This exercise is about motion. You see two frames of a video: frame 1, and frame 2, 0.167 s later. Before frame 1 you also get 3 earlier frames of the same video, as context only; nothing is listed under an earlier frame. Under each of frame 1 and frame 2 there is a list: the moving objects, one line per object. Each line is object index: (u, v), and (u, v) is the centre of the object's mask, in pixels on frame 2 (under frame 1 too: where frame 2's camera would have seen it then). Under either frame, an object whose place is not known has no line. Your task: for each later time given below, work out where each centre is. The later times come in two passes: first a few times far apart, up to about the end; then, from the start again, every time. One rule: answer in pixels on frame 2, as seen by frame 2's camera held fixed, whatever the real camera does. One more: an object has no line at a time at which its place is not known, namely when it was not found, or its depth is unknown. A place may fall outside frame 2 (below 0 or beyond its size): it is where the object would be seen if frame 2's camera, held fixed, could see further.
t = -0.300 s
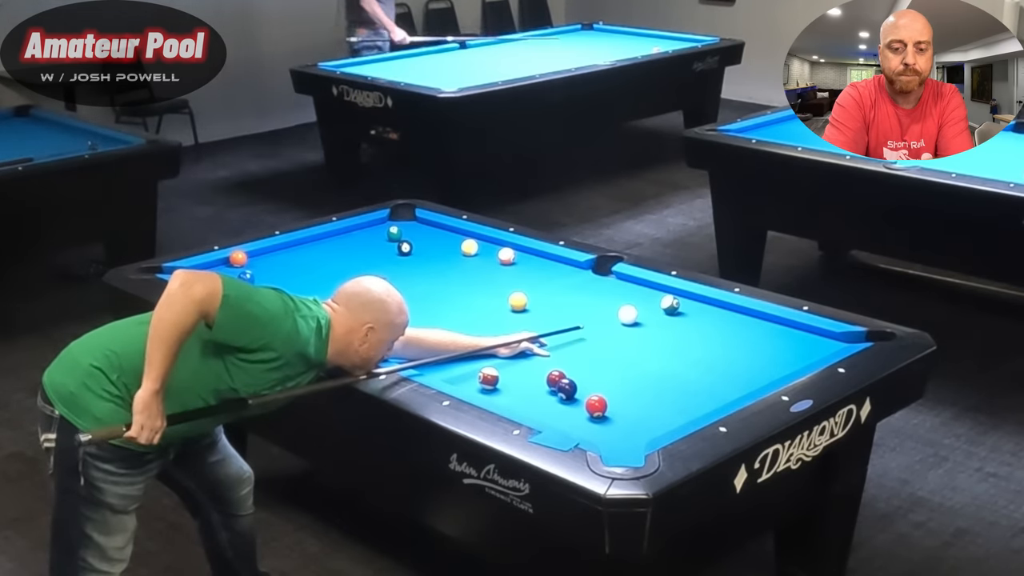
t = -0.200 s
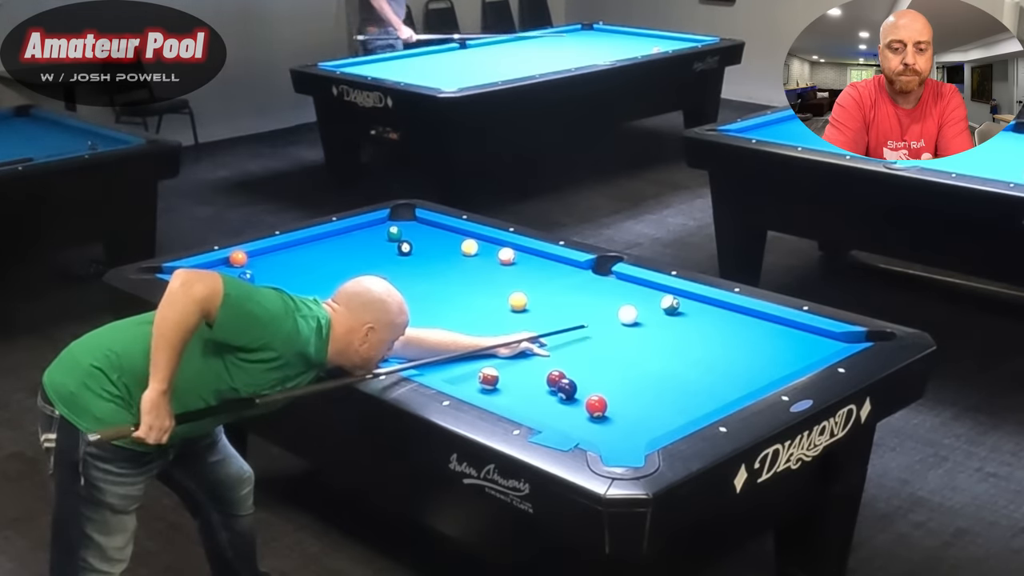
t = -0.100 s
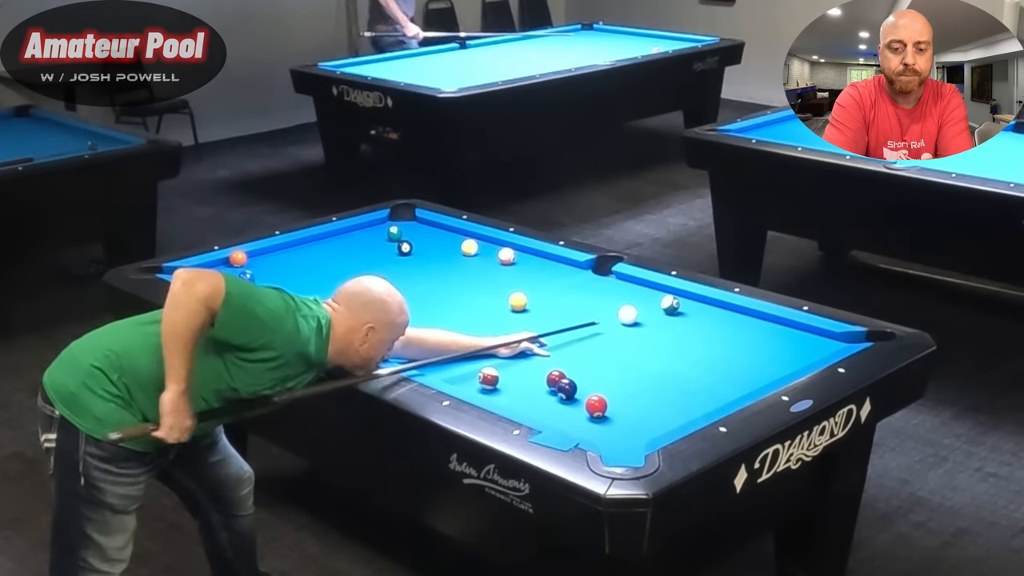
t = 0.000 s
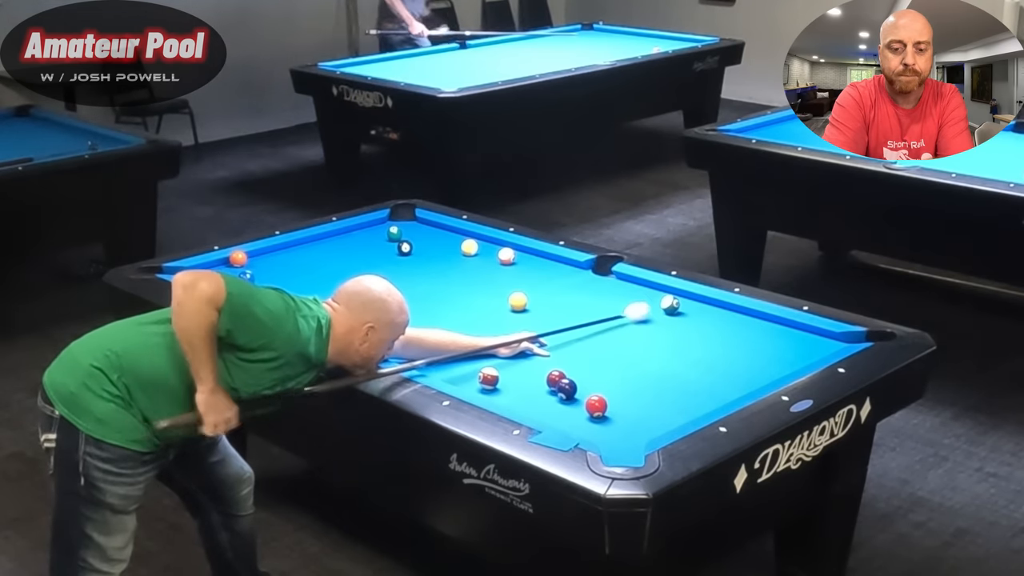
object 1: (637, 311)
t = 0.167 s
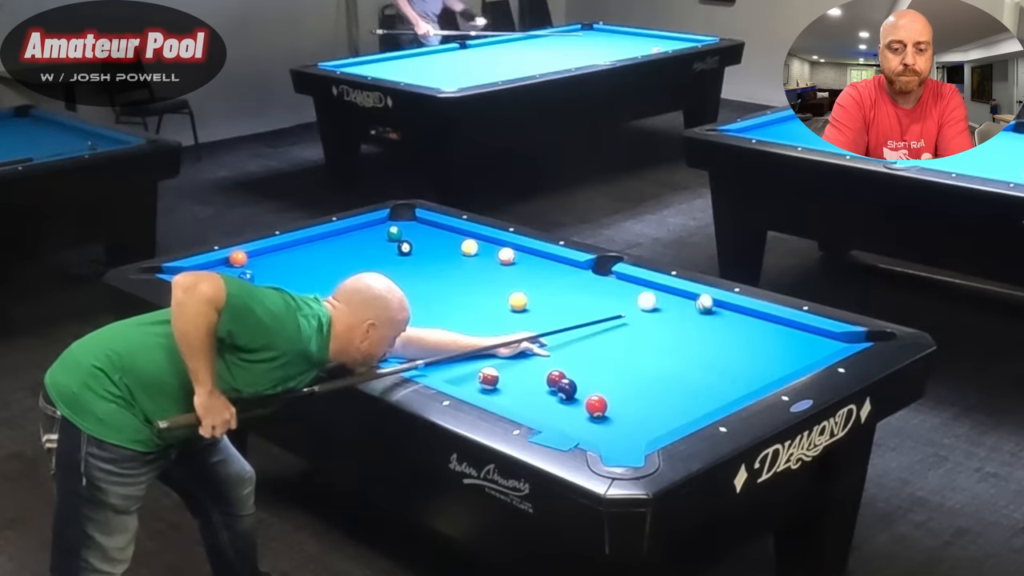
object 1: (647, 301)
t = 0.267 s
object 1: (642, 296)
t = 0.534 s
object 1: (632, 286)
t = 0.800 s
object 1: (615, 277)
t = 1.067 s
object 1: (585, 273)
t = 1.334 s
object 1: (557, 270)
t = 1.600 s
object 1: (531, 266)
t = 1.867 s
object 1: (508, 263)
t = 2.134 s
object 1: (486, 260)
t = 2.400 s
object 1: (466, 258)
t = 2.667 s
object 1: (448, 256)
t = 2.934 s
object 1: (431, 254)
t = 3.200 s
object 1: (417, 252)
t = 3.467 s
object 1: (405, 252)
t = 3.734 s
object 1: (396, 252)
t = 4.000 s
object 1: (389, 252)
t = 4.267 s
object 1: (384, 253)
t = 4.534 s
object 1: (380, 253)
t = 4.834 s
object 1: (378, 254)
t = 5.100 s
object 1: (377, 254)
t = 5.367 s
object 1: (377, 254)
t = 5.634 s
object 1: (377, 254)
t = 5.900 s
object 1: (376, 254)
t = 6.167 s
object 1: (377, 254)
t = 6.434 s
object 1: (377, 254)
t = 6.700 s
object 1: (377, 254)
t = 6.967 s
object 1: (377, 254)
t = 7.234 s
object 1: (377, 254)
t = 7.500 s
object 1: (377, 254)
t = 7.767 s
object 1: (377, 254)
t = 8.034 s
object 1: (377, 254)
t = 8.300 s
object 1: (376, 254)
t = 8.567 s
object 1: (376, 254)
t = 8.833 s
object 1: (376, 254)
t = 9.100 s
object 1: (377, 254)
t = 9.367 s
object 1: (377, 254)
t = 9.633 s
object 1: (376, 254)
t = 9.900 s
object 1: (376, 254)
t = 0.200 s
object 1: (645, 299)
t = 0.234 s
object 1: (644, 298)
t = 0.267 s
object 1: (642, 296)
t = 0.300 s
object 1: (641, 295)
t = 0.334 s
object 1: (640, 293)
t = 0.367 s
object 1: (638, 292)
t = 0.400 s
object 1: (637, 291)
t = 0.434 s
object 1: (635, 289)
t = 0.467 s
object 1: (634, 288)
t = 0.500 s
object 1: (633, 287)
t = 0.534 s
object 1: (632, 286)
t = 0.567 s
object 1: (630, 284)
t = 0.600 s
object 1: (629, 283)
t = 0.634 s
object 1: (628, 281)
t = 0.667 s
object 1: (627, 280)
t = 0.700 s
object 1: (625, 279)
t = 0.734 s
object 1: (623, 278)
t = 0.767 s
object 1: (619, 278)
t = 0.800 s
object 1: (615, 277)
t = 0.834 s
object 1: (611, 276)
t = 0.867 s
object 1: (607, 276)
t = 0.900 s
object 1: (603, 275)
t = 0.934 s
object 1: (599, 275)
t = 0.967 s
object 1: (596, 274)
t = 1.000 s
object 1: (592, 274)
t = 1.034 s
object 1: (588, 274)
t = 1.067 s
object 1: (585, 273)
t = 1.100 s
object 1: (581, 273)
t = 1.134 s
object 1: (577, 272)
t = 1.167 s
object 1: (574, 272)
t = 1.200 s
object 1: (570, 271)
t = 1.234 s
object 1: (567, 271)
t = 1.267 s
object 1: (563, 270)
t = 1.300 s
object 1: (560, 270)
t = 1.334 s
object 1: (557, 270)
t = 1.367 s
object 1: (553, 269)
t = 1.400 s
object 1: (550, 268)
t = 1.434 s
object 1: (547, 268)
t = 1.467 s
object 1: (544, 268)
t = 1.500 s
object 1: (541, 267)
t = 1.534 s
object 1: (537, 267)
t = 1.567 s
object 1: (534, 266)
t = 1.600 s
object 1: (531, 266)
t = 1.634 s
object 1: (528, 266)
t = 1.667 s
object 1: (525, 265)
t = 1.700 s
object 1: (522, 265)
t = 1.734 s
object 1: (520, 265)
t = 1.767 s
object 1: (517, 264)
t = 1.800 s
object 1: (514, 264)
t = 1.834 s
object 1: (511, 264)
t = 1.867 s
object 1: (508, 263)
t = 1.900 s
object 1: (505, 263)
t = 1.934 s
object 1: (502, 263)
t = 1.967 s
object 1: (499, 262)
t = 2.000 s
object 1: (496, 262)
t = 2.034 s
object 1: (494, 262)
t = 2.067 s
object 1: (491, 261)
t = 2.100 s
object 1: (489, 261)
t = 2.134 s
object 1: (486, 260)
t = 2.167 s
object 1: (483, 260)
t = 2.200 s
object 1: (481, 260)
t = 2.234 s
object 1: (478, 259)
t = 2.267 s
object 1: (476, 259)
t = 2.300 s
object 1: (473, 259)
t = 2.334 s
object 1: (471, 259)
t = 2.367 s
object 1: (468, 258)
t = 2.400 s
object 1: (466, 258)
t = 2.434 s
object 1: (463, 258)
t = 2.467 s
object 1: (461, 257)
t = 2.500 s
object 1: (458, 257)
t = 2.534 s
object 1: (456, 257)
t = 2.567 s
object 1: (454, 256)
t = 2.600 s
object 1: (452, 256)
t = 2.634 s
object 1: (450, 256)
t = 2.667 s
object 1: (448, 256)
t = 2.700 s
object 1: (446, 255)
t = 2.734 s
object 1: (443, 255)
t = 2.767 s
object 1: (441, 255)
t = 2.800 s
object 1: (439, 255)
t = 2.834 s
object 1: (437, 254)
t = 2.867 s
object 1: (435, 254)
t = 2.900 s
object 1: (433, 254)
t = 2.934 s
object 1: (431, 254)
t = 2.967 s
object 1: (429, 254)
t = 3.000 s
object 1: (427, 253)
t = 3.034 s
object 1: (426, 253)
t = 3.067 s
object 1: (424, 253)
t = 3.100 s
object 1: (422, 253)
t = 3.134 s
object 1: (420, 252)
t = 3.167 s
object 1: (418, 252)
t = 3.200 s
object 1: (417, 252)
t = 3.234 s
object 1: (415, 252)
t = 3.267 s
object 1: (413, 252)
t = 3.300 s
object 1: (412, 251)
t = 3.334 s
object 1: (410, 251)
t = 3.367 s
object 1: (409, 251)
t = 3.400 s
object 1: (408, 252)
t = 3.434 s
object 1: (406, 252)
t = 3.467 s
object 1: (405, 252)
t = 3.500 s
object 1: (404, 252)
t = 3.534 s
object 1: (403, 252)
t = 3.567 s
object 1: (402, 252)
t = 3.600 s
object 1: (401, 252)
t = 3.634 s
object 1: (399, 252)
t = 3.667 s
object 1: (398, 252)
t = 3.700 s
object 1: (397, 252)
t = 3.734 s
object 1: (396, 252)
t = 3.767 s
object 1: (396, 252)
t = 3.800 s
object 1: (394, 252)
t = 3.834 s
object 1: (394, 252)
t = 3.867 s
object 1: (393, 252)
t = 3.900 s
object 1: (392, 252)
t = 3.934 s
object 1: (391, 252)
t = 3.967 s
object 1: (390, 252)
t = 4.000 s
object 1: (389, 252)
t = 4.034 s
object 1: (389, 253)
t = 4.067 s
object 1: (388, 252)
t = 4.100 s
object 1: (387, 253)
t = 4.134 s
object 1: (387, 253)
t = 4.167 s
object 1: (386, 253)
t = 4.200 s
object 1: (385, 253)
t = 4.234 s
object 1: (385, 253)
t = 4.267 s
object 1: (384, 253)
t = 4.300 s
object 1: (384, 253)
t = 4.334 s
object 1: (383, 253)
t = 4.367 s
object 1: (383, 253)
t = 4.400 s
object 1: (382, 253)
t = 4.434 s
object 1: (382, 253)
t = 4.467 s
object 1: (381, 253)
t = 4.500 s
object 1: (381, 253)
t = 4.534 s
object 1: (380, 253)
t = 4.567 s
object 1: (380, 253)
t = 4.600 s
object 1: (380, 253)
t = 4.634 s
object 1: (379, 253)
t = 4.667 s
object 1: (379, 253)
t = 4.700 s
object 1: (379, 254)
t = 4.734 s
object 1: (378, 254)
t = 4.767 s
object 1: (378, 254)
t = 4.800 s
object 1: (378, 254)
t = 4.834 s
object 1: (378, 254)
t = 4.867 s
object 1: (378, 254)
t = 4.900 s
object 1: (378, 254)
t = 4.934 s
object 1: (377, 254)
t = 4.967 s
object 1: (377, 254)
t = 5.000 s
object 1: (377, 254)
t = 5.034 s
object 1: (377, 254)
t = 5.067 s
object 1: (377, 254)
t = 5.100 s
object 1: (377, 254)
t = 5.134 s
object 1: (377, 254)
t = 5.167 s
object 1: (377, 254)
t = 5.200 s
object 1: (377, 254)
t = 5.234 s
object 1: (377, 254)
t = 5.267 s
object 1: (377, 254)
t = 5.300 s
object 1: (377, 254)
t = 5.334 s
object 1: (377, 254)
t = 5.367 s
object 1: (377, 254)
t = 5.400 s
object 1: (377, 254)
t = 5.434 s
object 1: (377, 254)
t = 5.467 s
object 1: (377, 254)
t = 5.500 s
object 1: (377, 254)
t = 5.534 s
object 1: (377, 254)
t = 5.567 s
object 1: (377, 254)
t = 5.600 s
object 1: (377, 254)
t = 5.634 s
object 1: (377, 254)
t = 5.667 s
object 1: (376, 254)
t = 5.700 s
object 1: (376, 254)
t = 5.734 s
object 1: (377, 254)
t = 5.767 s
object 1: (377, 254)
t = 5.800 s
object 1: (377, 254)
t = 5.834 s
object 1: (376, 254)
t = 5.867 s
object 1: (376, 254)
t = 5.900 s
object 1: (376, 254)
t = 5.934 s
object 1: (377, 254)
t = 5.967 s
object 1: (376, 254)
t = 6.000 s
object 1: (377, 254)
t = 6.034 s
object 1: (377, 254)
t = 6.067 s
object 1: (377, 254)
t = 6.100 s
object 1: (377, 254)
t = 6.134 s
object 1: (377, 254)
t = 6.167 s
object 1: (377, 254)
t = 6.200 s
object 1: (377, 254)
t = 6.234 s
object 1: (377, 254)
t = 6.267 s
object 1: (377, 254)
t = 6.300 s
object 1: (377, 254)
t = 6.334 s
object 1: (377, 254)
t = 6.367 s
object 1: (377, 254)
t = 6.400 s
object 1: (377, 254)
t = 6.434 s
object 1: (377, 254)
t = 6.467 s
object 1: (377, 254)
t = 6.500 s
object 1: (377, 254)
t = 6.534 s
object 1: (377, 254)
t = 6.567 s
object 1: (377, 254)
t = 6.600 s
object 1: (377, 254)
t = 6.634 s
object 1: (377, 254)
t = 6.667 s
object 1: (377, 254)
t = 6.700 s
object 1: (377, 254)
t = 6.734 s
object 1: (377, 254)
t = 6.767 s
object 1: (377, 254)
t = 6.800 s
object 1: (377, 254)
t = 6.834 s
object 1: (377, 254)
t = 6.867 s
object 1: (377, 254)
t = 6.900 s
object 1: (377, 254)
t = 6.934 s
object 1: (377, 254)
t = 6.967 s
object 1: (377, 254)
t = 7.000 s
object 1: (377, 254)
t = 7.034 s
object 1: (377, 254)
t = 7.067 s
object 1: (377, 254)
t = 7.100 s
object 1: (377, 254)
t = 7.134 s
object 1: (377, 254)
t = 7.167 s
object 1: (377, 254)
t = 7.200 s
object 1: (377, 254)
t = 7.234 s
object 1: (377, 254)
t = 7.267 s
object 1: (376, 254)
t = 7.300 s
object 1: (377, 254)
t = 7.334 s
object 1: (377, 254)
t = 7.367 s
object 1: (377, 254)
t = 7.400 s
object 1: (377, 254)
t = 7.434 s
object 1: (377, 254)
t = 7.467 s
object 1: (377, 254)
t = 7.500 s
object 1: (377, 254)
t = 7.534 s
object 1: (376, 254)
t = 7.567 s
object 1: (376, 254)
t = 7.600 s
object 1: (376, 254)
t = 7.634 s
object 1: (376, 254)
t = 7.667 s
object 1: (376, 254)
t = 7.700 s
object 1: (376, 254)
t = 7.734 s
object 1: (377, 254)
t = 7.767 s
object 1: (377, 254)
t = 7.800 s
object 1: (376, 254)
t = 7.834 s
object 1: (376, 254)
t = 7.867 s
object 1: (376, 254)
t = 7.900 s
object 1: (376, 254)
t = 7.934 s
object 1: (376, 254)
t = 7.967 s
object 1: (376, 254)
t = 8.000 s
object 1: (376, 254)
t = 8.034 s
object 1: (377, 254)
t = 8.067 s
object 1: (376, 254)
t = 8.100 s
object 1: (376, 254)
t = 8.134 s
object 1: (376, 254)
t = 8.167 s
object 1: (376, 254)
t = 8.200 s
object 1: (376, 254)
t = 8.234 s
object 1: (376, 254)
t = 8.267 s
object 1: (376, 254)
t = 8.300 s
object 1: (376, 254)
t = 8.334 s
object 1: (376, 254)
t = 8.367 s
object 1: (376, 254)
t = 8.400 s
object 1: (376, 254)
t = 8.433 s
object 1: (376, 254)
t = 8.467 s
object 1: (376, 254)
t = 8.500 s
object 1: (376, 254)
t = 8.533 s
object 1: (376, 254)
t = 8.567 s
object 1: (376, 254)
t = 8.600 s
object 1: (376, 254)
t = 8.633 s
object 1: (376, 254)
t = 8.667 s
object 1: (376, 254)
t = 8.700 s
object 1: (376, 254)
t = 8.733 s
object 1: (376, 254)
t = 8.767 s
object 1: (376, 254)
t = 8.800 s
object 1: (376, 254)
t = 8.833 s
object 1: (376, 254)
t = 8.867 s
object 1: (377, 254)
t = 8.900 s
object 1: (377, 254)
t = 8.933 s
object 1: (377, 254)
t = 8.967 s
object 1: (377, 254)
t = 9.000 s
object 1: (377, 254)
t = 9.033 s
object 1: (377, 254)
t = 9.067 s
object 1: (377, 254)
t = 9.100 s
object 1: (377, 254)
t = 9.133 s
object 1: (377, 254)
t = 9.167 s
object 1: (376, 254)
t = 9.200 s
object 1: (377, 254)
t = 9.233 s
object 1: (377, 254)
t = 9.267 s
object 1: (377, 254)
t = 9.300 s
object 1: (377, 254)
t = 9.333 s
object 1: (377, 254)
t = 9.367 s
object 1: (377, 254)
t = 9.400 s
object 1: (377, 254)
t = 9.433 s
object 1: (377, 254)
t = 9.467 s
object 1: (377, 254)
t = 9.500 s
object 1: (377, 254)
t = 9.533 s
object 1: (377, 254)
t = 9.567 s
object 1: (376, 254)
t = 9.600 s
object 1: (376, 254)
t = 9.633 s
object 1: (376, 254)
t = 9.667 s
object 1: (376, 254)
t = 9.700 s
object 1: (376, 254)
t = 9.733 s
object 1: (376, 254)
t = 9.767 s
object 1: (376, 254)
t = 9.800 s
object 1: (376, 254)
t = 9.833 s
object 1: (376, 254)
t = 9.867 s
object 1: (376, 254)
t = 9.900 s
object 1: (376, 254)
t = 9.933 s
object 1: (376, 254)
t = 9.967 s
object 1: (376, 254)
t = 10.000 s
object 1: (376, 254)
